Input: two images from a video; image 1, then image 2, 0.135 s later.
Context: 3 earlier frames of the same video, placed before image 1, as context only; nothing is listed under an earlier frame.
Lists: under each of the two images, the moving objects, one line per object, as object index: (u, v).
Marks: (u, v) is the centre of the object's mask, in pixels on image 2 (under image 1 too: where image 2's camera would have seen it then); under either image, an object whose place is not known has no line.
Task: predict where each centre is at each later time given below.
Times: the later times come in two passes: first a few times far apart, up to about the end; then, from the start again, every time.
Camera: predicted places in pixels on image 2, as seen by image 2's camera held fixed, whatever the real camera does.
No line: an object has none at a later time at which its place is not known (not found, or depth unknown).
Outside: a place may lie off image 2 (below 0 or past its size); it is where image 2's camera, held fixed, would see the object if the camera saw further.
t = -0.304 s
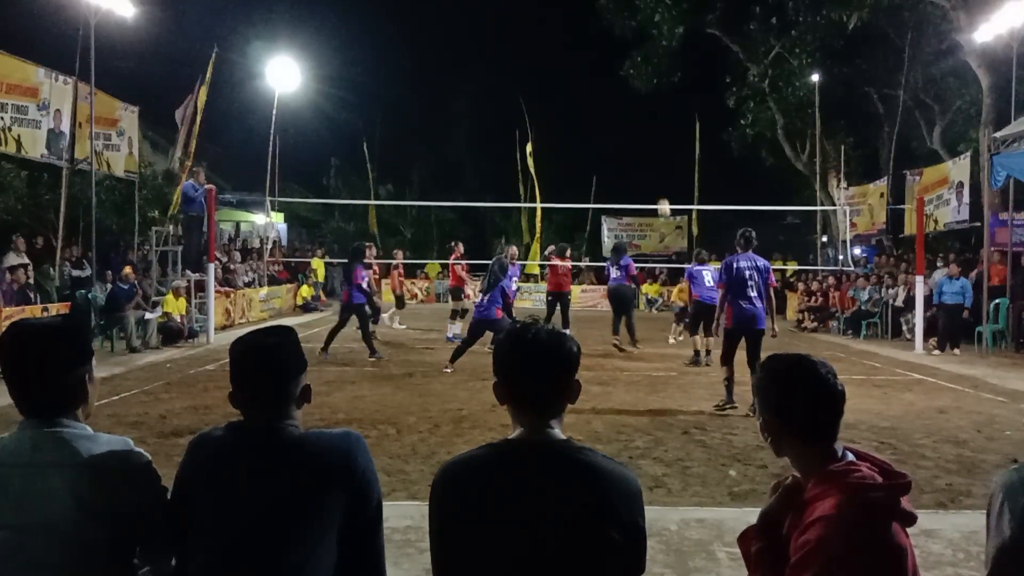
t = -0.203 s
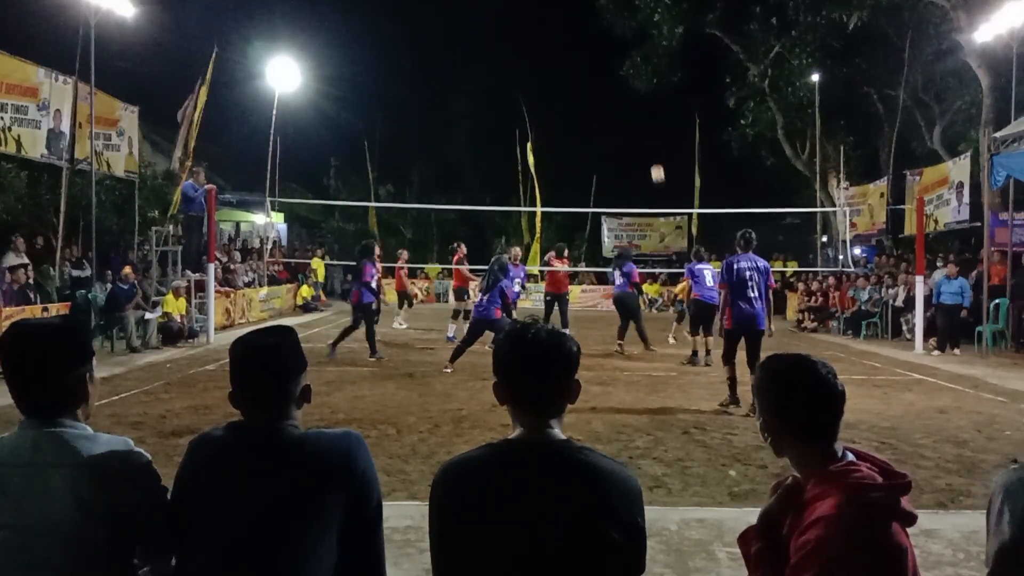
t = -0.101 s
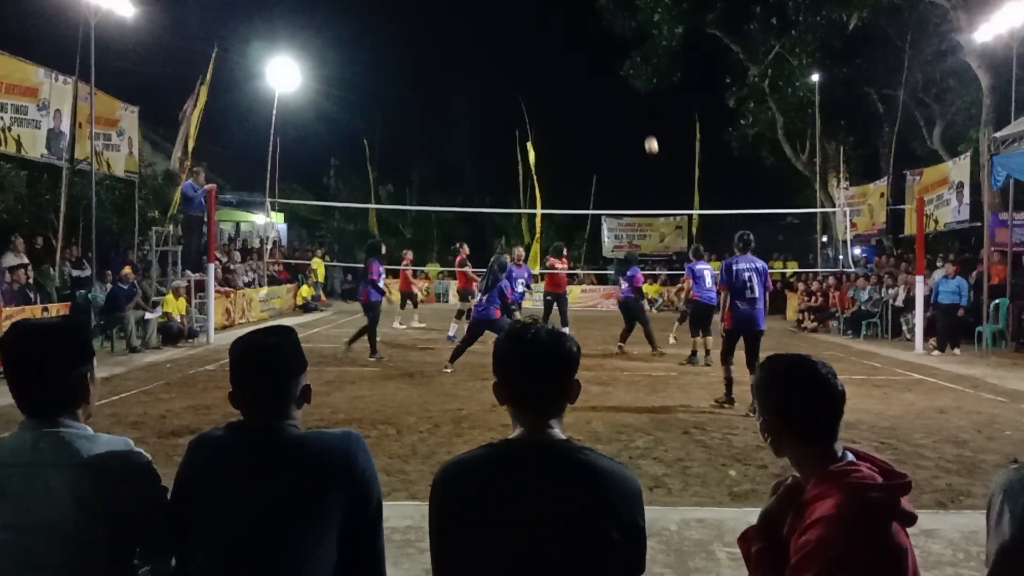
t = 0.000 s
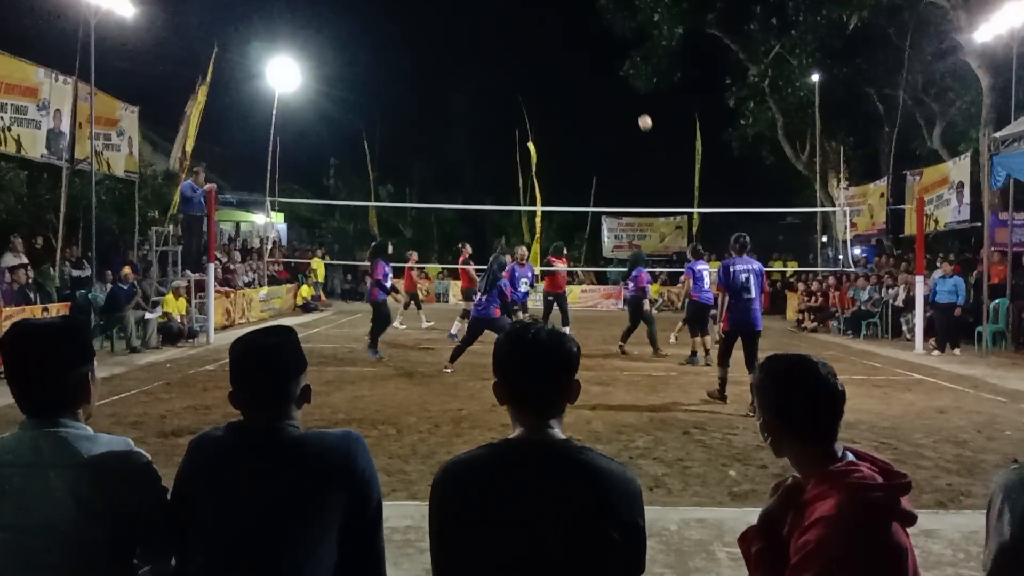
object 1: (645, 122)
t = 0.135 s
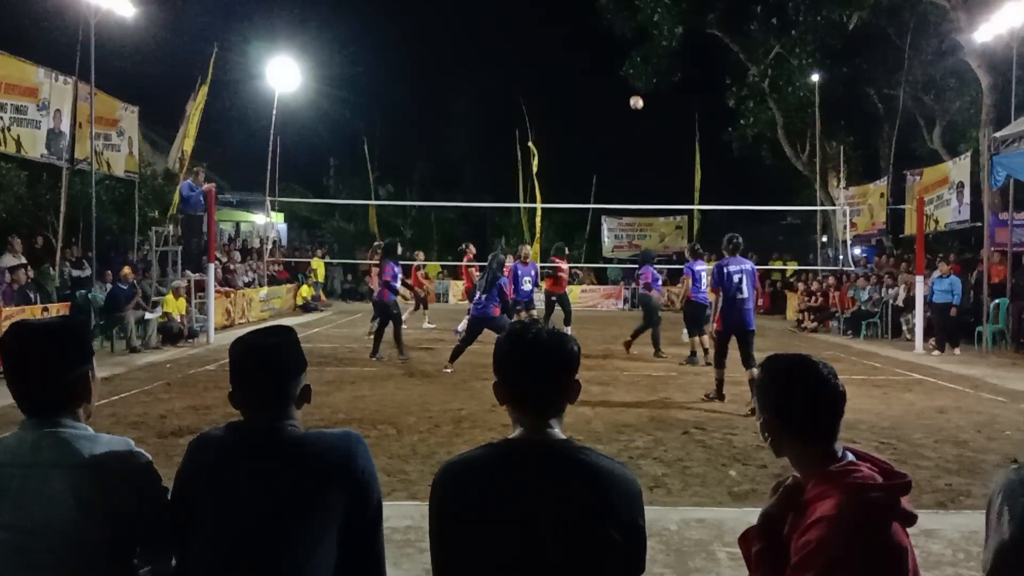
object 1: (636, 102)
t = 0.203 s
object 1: (632, 96)
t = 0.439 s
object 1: (617, 96)
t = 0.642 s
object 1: (604, 119)
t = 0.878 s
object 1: (590, 173)
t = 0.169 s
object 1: (634, 99)
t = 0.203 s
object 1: (632, 96)
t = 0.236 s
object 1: (629, 94)
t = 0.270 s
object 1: (627, 93)
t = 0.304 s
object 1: (625, 92)
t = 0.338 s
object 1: (623, 92)
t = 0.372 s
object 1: (621, 93)
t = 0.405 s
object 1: (619, 94)
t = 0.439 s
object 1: (617, 96)
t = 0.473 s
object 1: (614, 98)
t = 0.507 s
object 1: (612, 101)
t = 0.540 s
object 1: (610, 105)
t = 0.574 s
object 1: (608, 109)
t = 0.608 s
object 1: (606, 113)
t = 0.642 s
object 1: (604, 119)
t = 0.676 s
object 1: (602, 125)
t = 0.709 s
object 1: (600, 132)
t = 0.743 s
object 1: (598, 139)
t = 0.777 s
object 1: (596, 146)
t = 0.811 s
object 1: (594, 155)
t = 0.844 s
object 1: (592, 164)
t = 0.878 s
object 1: (590, 173)
